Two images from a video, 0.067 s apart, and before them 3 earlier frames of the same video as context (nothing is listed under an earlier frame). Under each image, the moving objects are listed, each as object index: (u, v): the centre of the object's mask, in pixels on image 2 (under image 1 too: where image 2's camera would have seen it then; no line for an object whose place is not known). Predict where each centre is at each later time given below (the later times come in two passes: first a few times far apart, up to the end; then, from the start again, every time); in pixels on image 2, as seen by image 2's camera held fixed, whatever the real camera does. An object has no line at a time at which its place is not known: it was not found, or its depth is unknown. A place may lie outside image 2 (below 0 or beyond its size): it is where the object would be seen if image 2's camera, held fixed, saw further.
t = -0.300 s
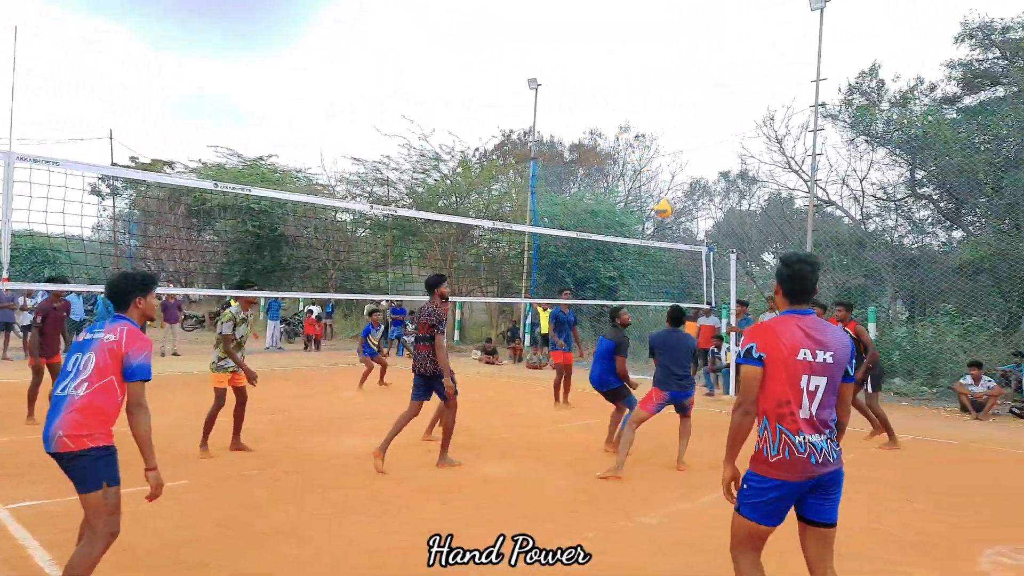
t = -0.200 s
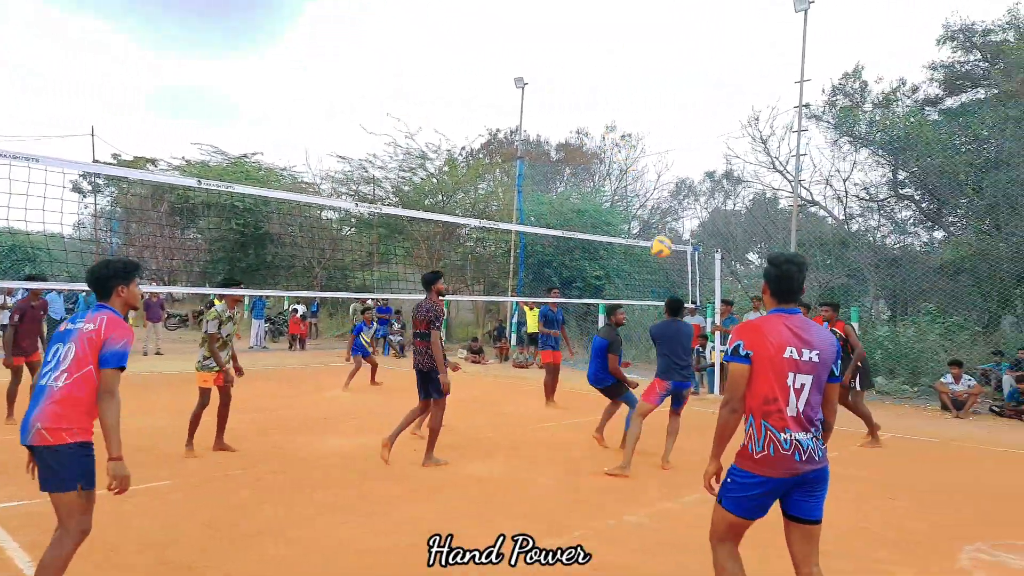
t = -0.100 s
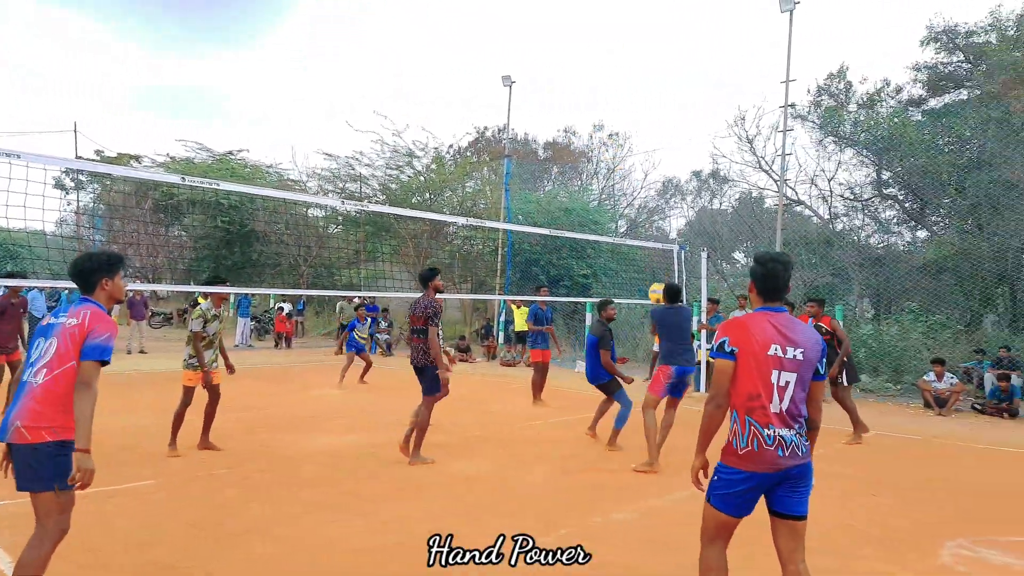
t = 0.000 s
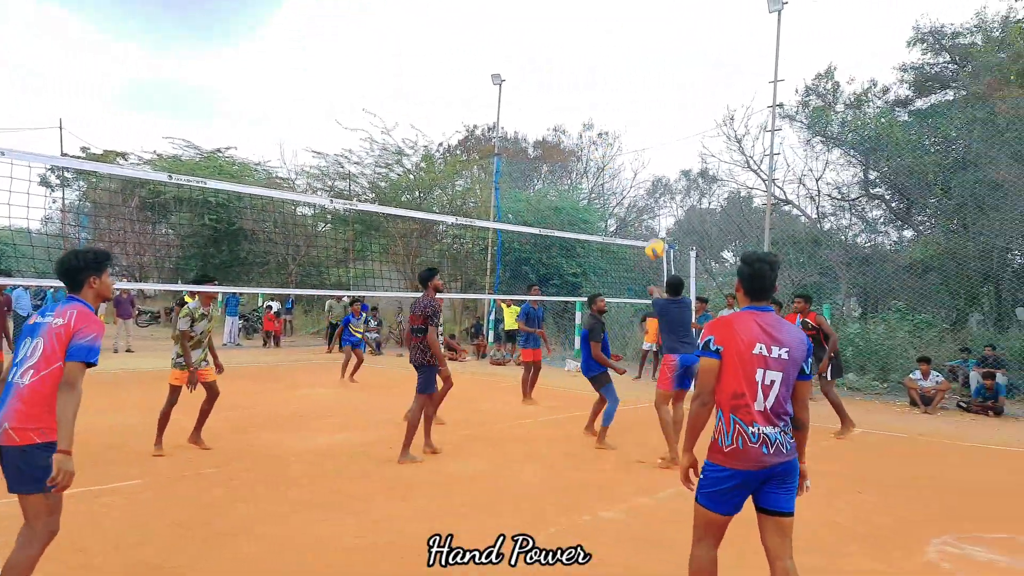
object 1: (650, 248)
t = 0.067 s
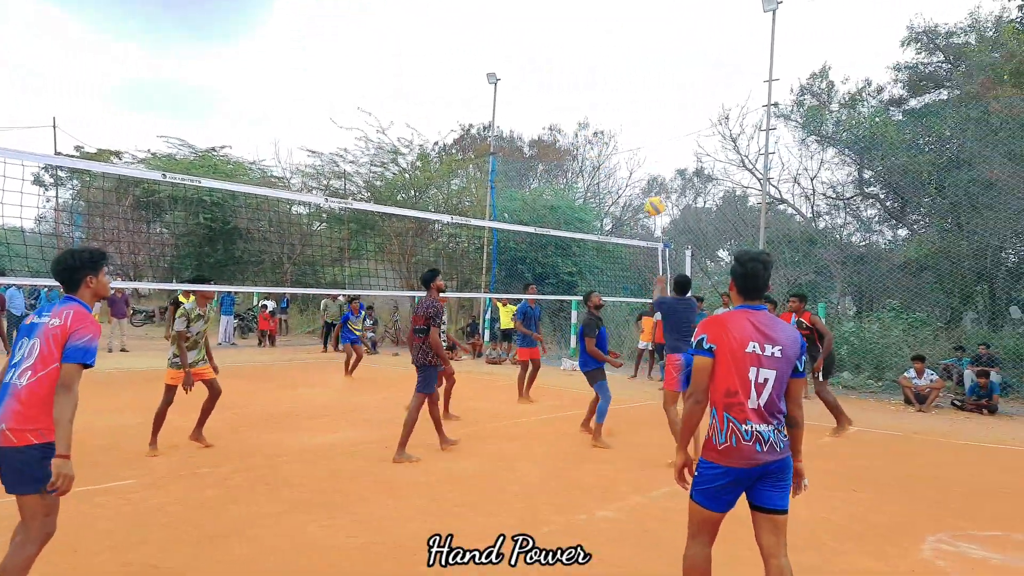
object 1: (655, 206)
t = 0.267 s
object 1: (666, 112)
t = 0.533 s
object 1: (679, 51)
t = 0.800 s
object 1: (690, 53)
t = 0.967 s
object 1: (696, 82)
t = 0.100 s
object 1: (657, 187)
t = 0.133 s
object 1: (659, 170)
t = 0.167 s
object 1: (661, 154)
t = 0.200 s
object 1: (663, 139)
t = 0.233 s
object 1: (665, 125)
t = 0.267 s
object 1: (666, 112)
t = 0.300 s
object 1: (668, 100)
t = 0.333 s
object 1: (670, 90)
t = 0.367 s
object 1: (671, 81)
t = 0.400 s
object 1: (673, 73)
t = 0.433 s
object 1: (675, 66)
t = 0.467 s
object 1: (676, 60)
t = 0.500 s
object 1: (678, 55)
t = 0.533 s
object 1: (679, 51)
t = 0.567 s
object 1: (681, 48)
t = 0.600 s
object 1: (682, 46)
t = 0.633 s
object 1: (684, 45)
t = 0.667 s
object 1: (685, 45)
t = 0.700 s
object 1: (686, 46)
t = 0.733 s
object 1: (687, 47)
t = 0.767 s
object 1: (689, 50)
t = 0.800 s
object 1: (690, 53)
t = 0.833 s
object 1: (691, 57)
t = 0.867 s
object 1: (692, 62)
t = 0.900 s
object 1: (694, 68)
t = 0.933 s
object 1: (695, 75)
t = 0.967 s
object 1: (696, 82)
